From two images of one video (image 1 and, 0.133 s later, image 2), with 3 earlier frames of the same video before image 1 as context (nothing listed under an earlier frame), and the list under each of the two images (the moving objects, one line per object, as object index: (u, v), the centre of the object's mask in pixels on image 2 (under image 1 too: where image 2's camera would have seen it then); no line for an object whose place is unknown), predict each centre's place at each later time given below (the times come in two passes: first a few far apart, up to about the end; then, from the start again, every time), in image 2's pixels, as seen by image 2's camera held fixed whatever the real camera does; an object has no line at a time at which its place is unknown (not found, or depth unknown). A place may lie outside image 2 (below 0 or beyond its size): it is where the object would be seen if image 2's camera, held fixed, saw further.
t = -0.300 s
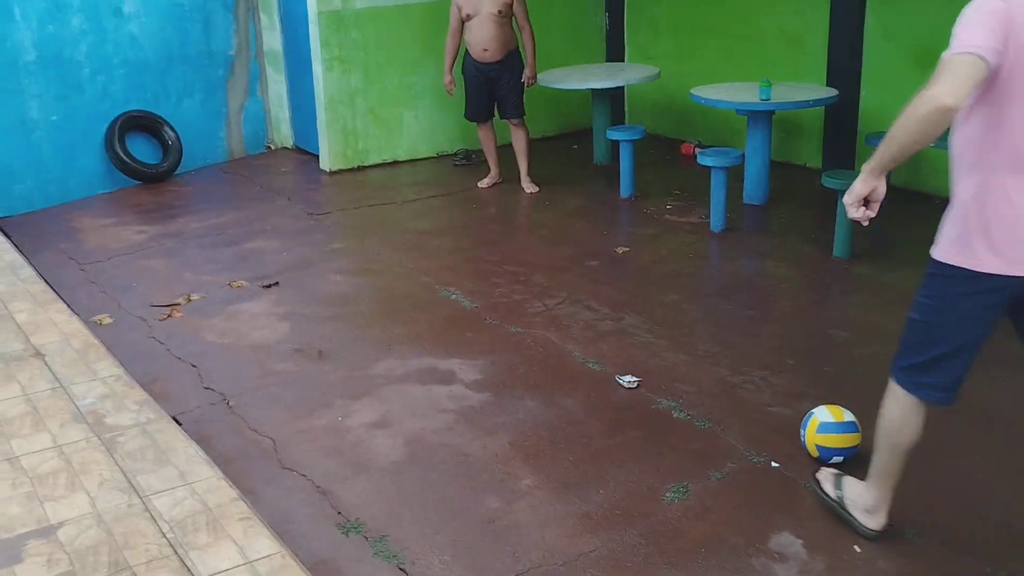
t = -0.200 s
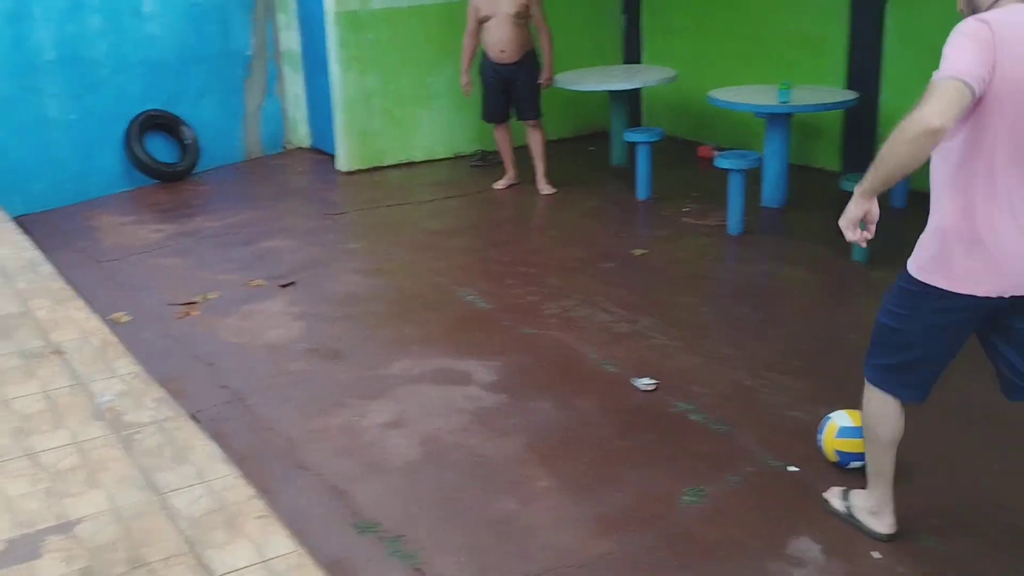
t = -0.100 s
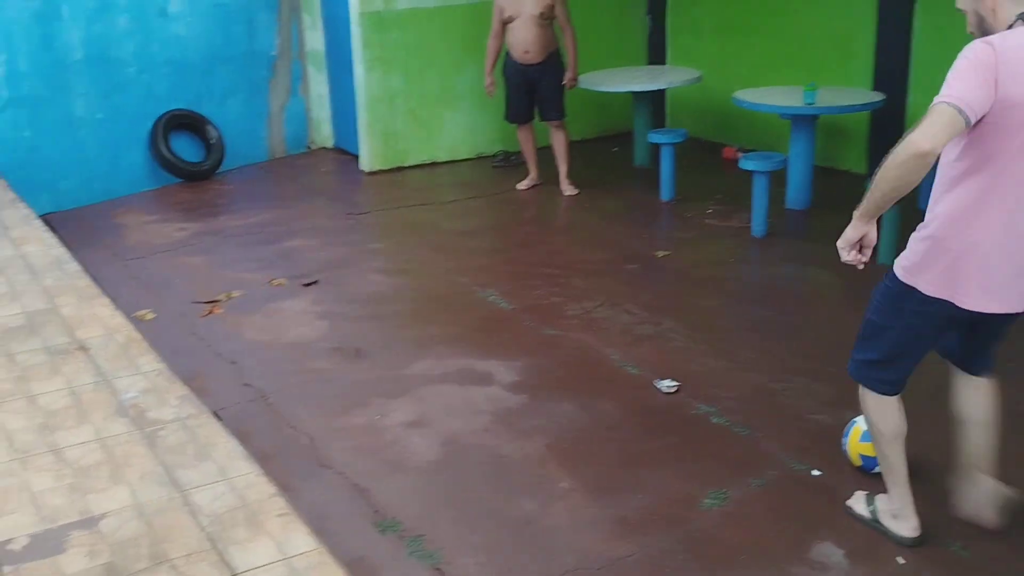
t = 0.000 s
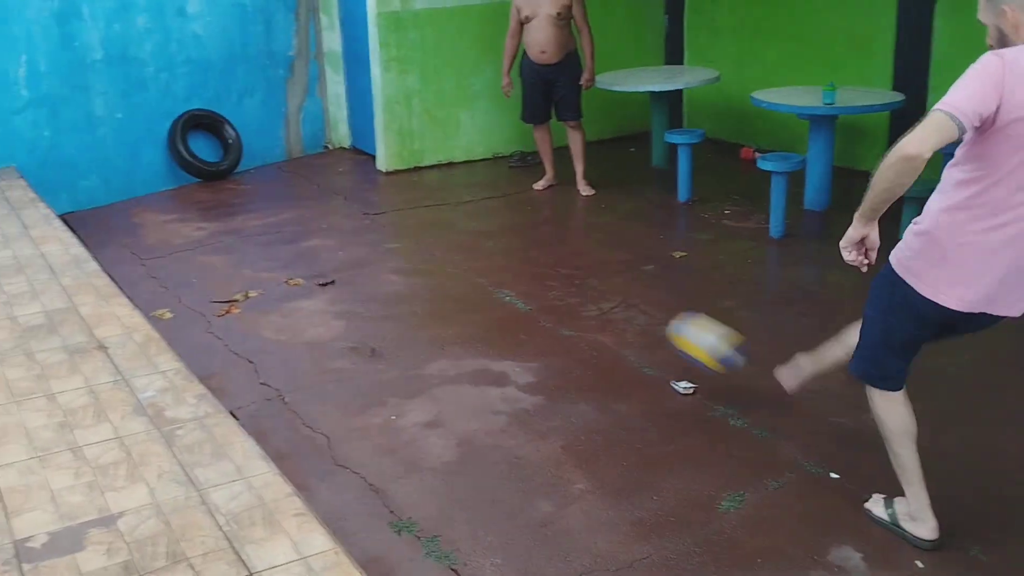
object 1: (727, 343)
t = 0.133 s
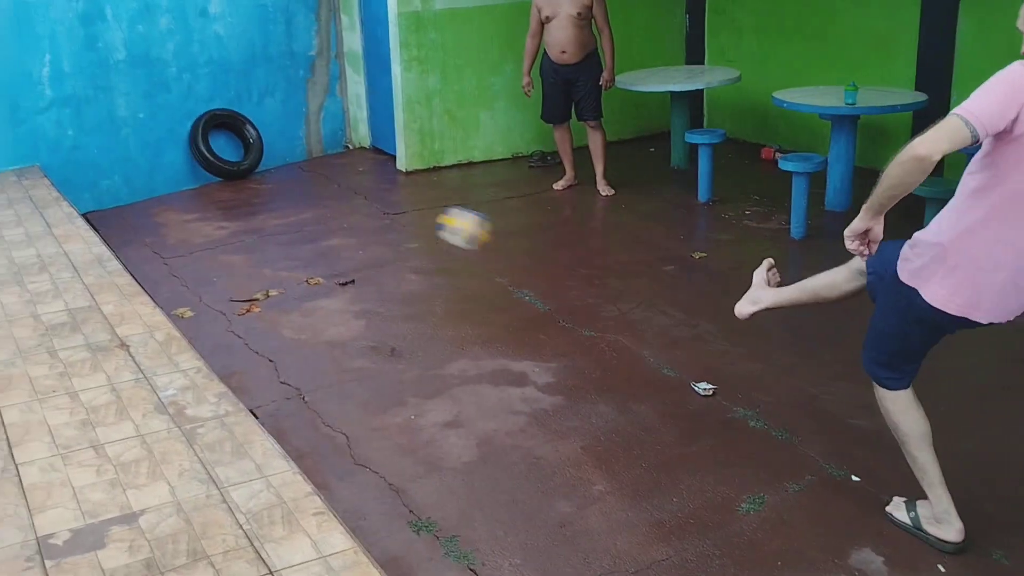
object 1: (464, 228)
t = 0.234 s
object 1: (335, 189)
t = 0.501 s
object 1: (183, 163)
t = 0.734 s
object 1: (189, 180)
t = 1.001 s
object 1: (194, 182)
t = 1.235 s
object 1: (196, 186)
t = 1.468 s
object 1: (198, 189)
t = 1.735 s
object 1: (200, 194)
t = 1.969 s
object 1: (202, 198)
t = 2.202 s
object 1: (202, 200)
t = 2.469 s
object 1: (202, 203)
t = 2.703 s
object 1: (201, 204)
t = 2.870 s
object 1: (201, 204)
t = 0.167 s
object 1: (416, 211)
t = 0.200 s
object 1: (373, 198)
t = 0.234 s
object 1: (335, 189)
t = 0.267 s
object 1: (301, 181)
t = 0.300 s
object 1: (269, 176)
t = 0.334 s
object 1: (240, 174)
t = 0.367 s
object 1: (214, 173)
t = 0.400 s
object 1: (191, 176)
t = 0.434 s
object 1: (178, 177)
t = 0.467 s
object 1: (191, 176)
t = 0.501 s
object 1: (183, 163)
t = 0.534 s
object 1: (178, 158)
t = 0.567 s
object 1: (179, 158)
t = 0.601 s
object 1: (181, 160)
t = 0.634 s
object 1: (183, 163)
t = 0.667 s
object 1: (184, 168)
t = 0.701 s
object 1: (187, 174)
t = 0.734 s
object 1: (189, 180)
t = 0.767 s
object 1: (189, 178)
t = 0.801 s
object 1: (189, 175)
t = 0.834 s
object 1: (190, 174)
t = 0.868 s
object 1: (190, 174)
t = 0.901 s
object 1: (191, 176)
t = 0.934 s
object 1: (192, 179)
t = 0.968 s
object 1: (193, 183)
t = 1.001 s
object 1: (194, 182)
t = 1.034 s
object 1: (194, 182)
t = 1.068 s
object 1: (194, 182)
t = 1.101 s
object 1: (195, 183)
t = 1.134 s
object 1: (195, 184)
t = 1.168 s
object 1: (195, 184)
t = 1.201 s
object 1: (196, 185)
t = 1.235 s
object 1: (196, 186)
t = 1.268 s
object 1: (196, 186)
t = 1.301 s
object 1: (196, 186)
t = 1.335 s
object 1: (197, 186)
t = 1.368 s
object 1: (197, 187)
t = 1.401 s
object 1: (197, 188)
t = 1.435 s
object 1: (197, 188)
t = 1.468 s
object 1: (198, 189)
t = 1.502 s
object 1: (198, 190)
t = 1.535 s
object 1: (199, 190)
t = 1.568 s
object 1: (199, 191)
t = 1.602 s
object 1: (199, 191)
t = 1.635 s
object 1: (199, 192)
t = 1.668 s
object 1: (199, 192)
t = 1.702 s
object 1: (199, 193)
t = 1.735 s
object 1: (200, 194)
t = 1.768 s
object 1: (200, 194)
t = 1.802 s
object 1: (201, 194)
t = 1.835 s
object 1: (201, 195)
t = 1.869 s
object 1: (201, 196)
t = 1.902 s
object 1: (202, 197)
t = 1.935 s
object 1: (202, 197)
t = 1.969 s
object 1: (202, 198)
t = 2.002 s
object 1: (202, 198)
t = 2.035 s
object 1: (202, 198)
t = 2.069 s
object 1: (202, 199)
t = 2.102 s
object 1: (202, 199)
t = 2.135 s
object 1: (202, 199)
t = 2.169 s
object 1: (202, 200)
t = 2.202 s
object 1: (202, 200)
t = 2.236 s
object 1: (203, 201)
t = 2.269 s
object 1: (202, 201)
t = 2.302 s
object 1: (202, 201)
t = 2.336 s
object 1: (202, 202)
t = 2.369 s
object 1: (202, 202)
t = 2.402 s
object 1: (202, 203)
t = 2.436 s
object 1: (202, 203)
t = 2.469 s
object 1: (202, 203)
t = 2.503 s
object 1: (202, 203)
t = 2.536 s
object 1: (202, 203)
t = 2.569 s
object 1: (202, 203)
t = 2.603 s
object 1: (202, 204)
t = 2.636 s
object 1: (201, 204)
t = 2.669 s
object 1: (201, 204)
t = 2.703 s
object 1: (201, 204)
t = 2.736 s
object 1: (201, 204)
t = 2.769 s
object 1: (201, 204)
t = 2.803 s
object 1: (201, 204)
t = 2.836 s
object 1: (201, 204)
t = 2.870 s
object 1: (201, 204)
